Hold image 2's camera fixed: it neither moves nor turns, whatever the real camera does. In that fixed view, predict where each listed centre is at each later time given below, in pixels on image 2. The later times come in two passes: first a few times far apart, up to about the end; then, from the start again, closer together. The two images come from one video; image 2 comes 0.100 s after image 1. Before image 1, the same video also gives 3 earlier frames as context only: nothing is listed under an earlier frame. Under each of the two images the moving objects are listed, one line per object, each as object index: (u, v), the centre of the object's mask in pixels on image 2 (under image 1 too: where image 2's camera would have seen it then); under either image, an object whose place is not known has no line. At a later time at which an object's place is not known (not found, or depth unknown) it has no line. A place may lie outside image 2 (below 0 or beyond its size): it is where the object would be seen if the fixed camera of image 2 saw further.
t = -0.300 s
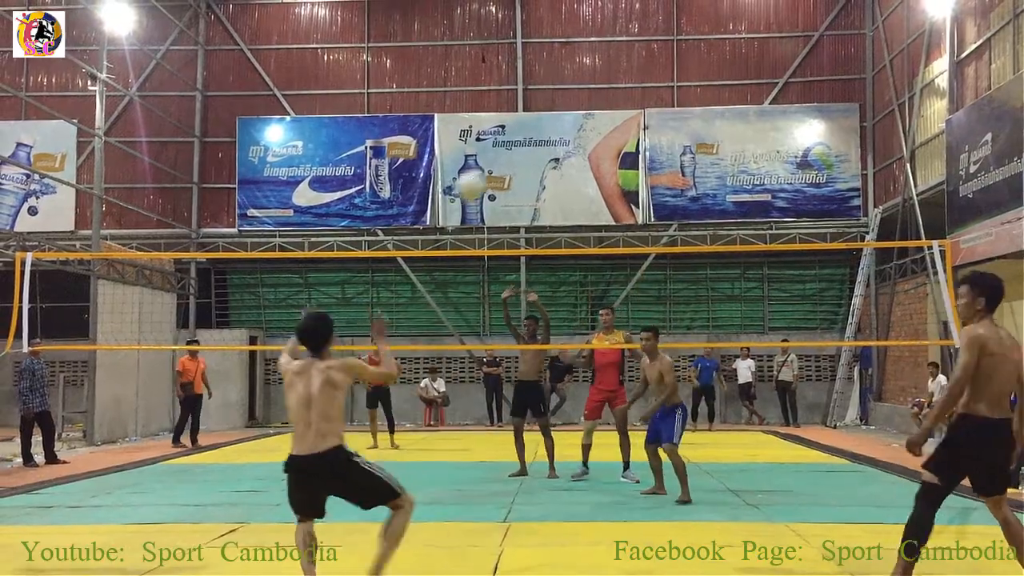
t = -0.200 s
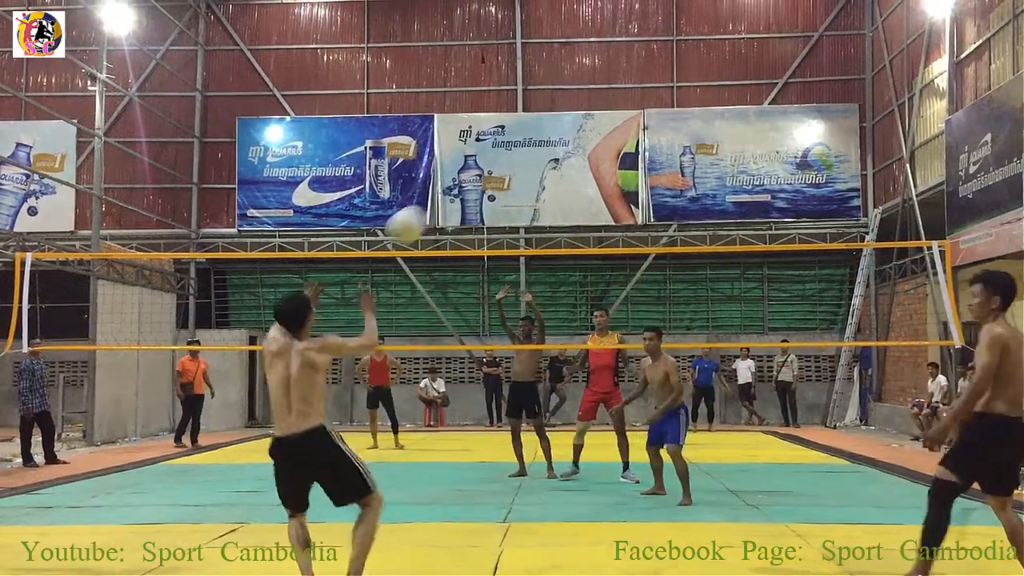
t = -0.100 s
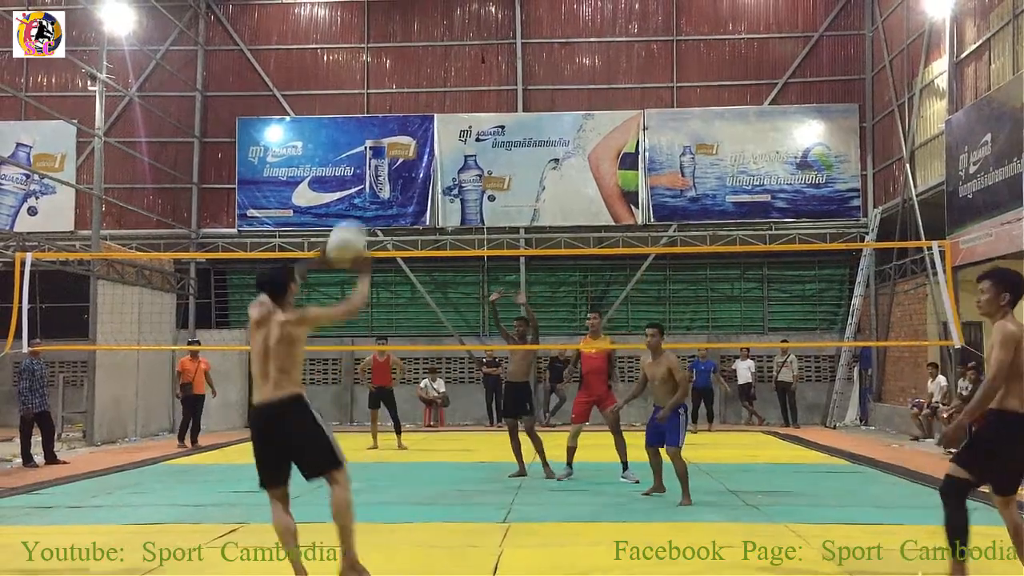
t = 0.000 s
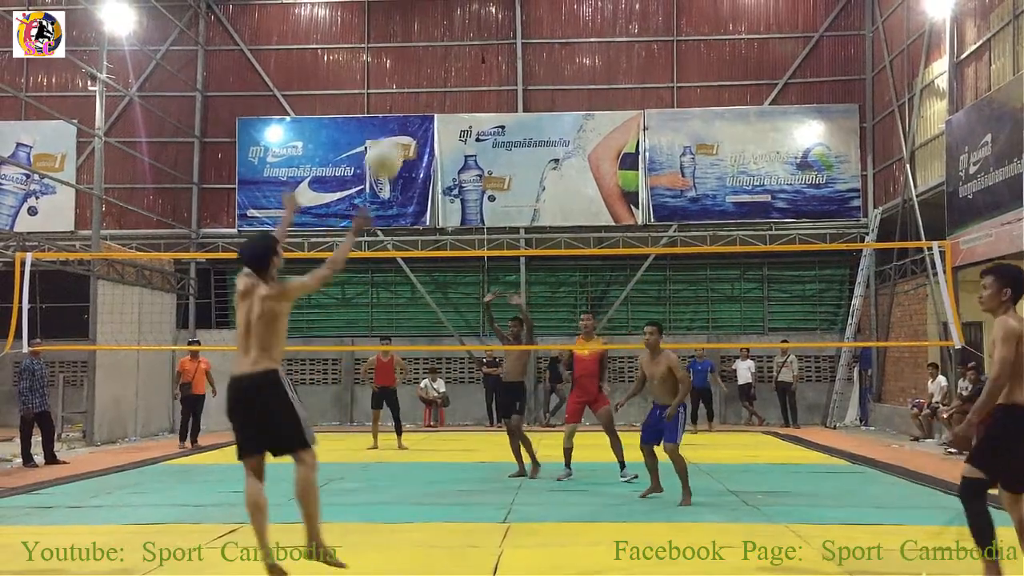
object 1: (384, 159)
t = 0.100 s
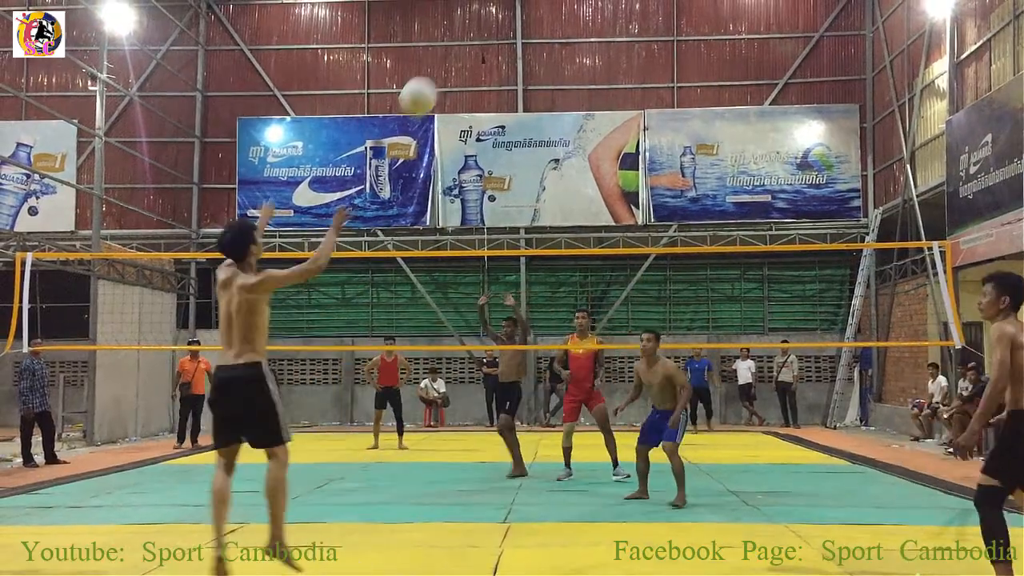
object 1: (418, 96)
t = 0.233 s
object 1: (458, 46)
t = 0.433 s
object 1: (510, 24)
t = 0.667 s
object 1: (563, 66)
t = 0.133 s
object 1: (429, 81)
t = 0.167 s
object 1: (439, 68)
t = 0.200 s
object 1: (448, 55)
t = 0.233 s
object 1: (458, 46)
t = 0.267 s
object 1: (467, 38)
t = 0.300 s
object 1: (476, 31)
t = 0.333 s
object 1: (485, 27)
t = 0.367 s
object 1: (494, 25)
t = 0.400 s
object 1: (501, 24)
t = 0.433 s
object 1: (510, 24)
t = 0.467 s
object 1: (518, 25)
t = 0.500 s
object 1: (526, 29)
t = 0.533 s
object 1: (533, 34)
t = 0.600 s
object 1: (548, 47)
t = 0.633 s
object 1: (555, 56)
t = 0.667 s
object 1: (563, 66)
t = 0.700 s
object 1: (569, 77)
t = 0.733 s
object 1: (576, 90)
